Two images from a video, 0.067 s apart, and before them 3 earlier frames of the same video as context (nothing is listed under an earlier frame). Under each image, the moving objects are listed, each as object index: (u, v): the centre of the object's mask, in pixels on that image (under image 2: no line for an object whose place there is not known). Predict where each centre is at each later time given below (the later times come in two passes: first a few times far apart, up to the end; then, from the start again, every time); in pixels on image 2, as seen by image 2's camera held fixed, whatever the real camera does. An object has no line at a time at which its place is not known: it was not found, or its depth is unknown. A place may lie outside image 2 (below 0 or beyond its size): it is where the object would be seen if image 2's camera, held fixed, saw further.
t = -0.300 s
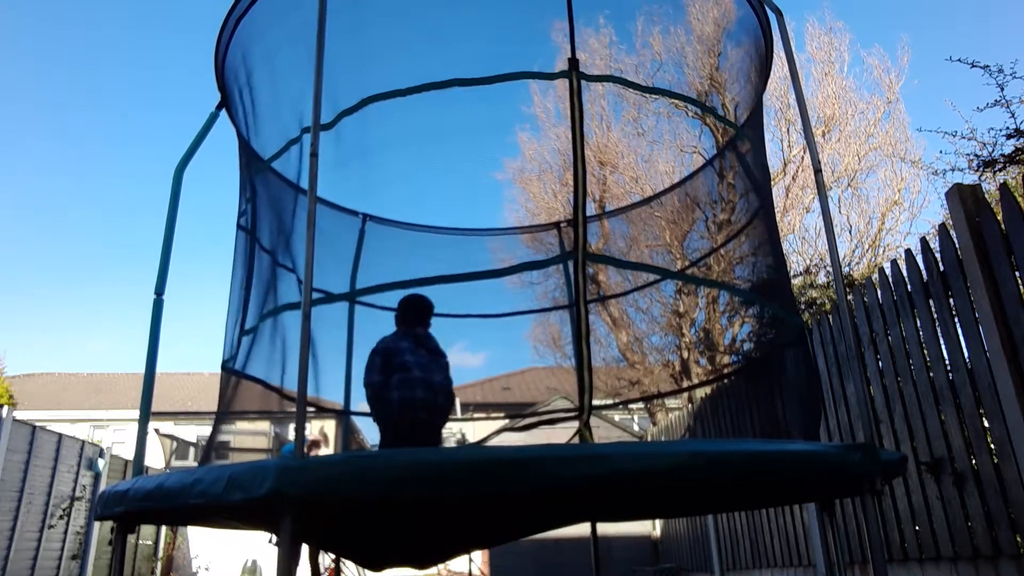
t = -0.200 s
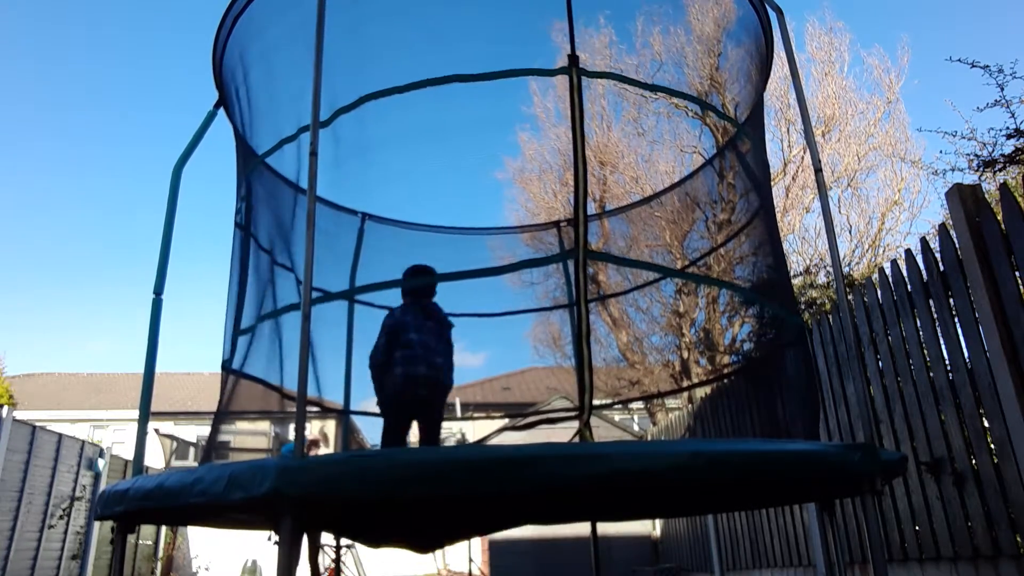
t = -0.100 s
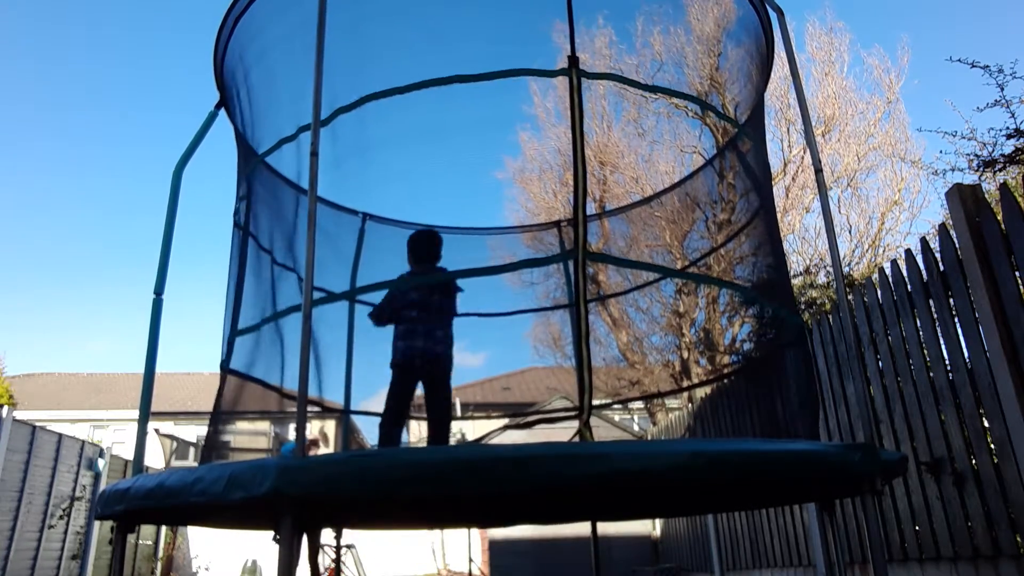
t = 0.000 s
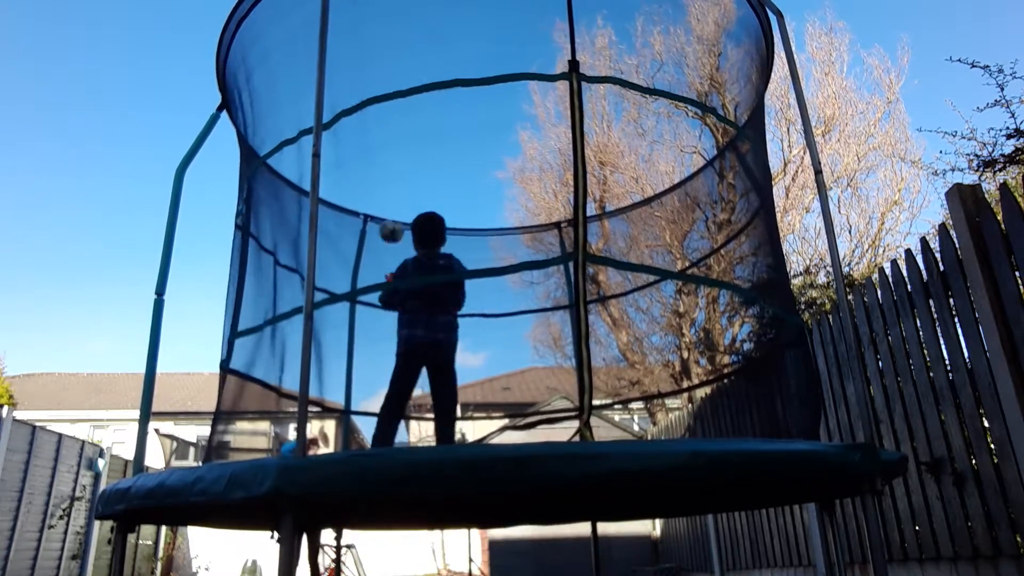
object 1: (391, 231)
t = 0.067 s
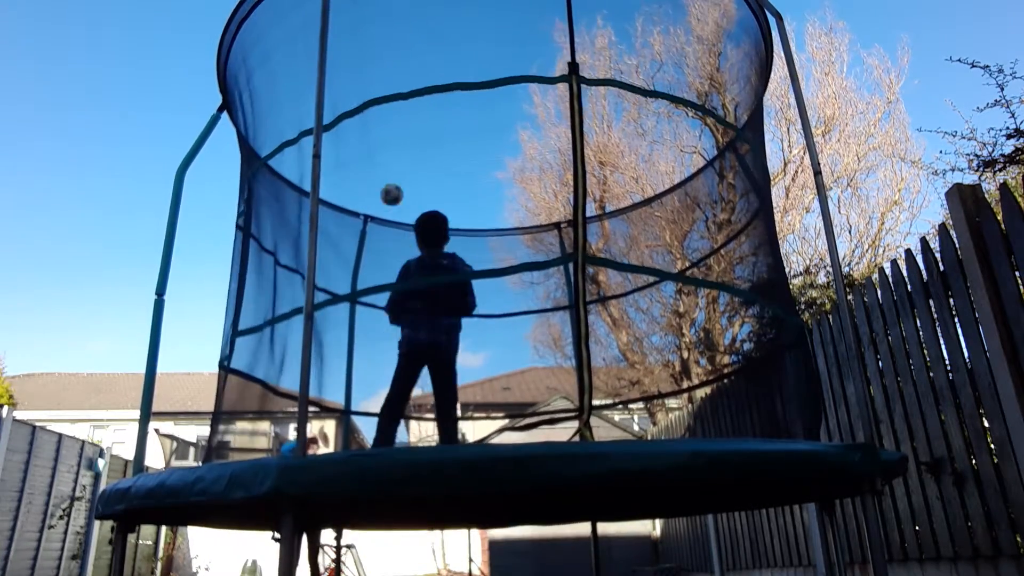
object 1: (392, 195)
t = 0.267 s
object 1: (391, 137)
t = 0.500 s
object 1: (390, 139)
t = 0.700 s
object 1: (388, 181)
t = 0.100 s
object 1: (391, 180)
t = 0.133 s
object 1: (392, 168)
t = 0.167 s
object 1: (391, 157)
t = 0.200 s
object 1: (391, 149)
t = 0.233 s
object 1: (391, 142)
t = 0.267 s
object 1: (391, 137)
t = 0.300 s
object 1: (390, 134)
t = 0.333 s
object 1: (390, 131)
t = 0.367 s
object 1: (390, 130)
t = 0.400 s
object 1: (390, 130)
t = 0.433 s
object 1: (390, 132)
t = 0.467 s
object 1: (390, 135)
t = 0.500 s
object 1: (390, 139)
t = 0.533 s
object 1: (389, 143)
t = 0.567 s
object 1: (390, 149)
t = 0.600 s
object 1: (389, 156)
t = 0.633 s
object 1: (389, 163)
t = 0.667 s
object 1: (389, 172)
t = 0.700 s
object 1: (388, 181)
